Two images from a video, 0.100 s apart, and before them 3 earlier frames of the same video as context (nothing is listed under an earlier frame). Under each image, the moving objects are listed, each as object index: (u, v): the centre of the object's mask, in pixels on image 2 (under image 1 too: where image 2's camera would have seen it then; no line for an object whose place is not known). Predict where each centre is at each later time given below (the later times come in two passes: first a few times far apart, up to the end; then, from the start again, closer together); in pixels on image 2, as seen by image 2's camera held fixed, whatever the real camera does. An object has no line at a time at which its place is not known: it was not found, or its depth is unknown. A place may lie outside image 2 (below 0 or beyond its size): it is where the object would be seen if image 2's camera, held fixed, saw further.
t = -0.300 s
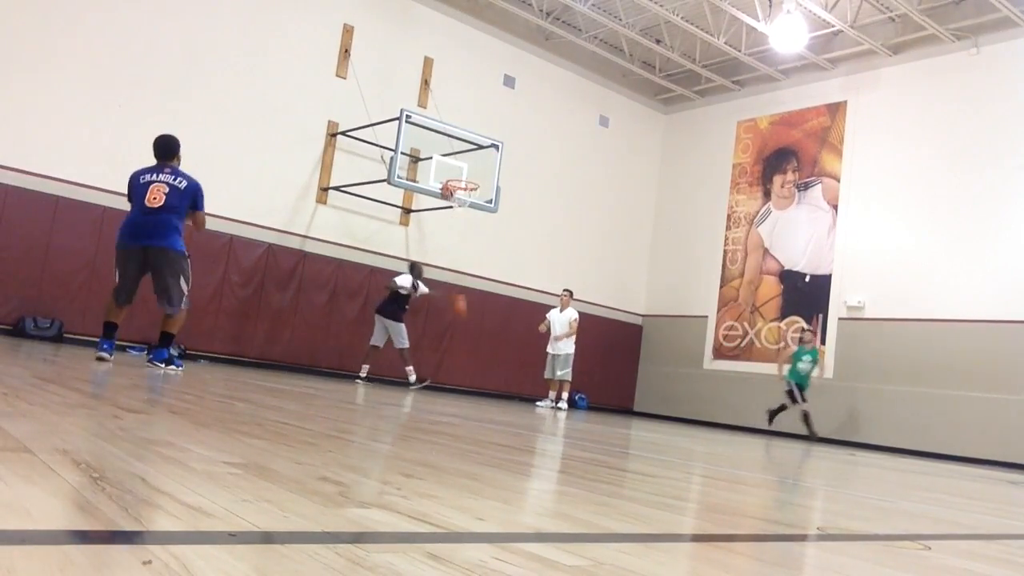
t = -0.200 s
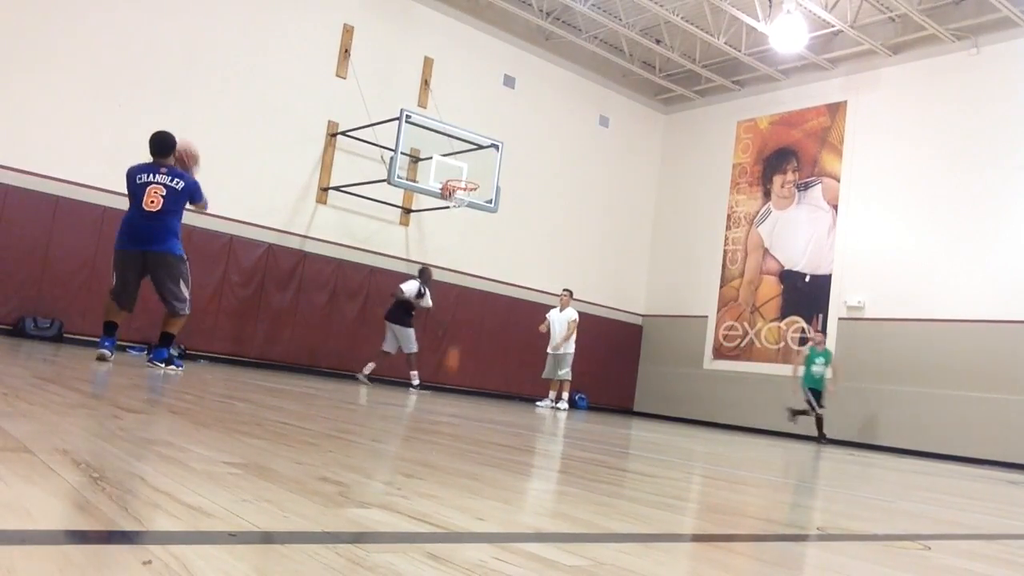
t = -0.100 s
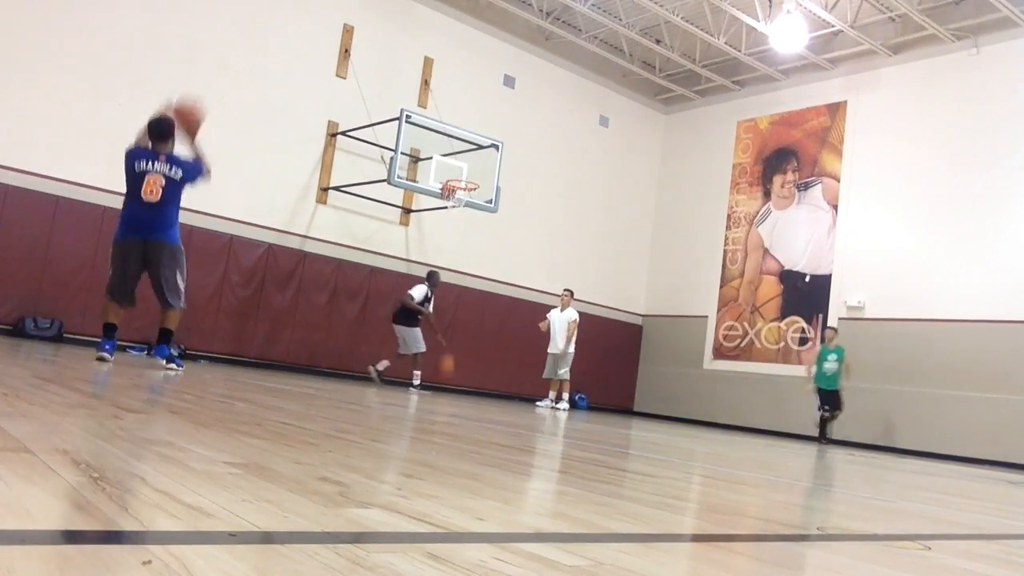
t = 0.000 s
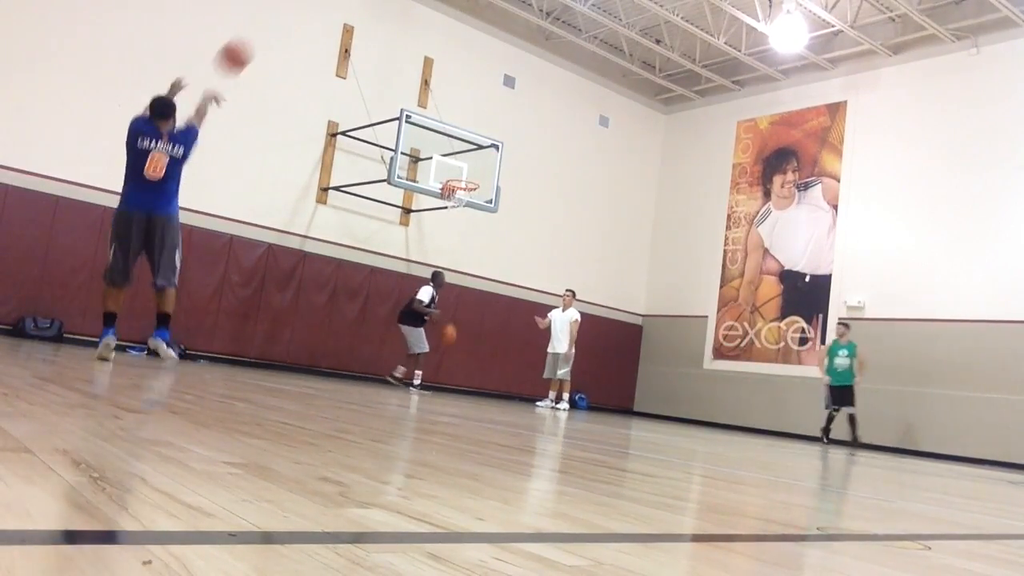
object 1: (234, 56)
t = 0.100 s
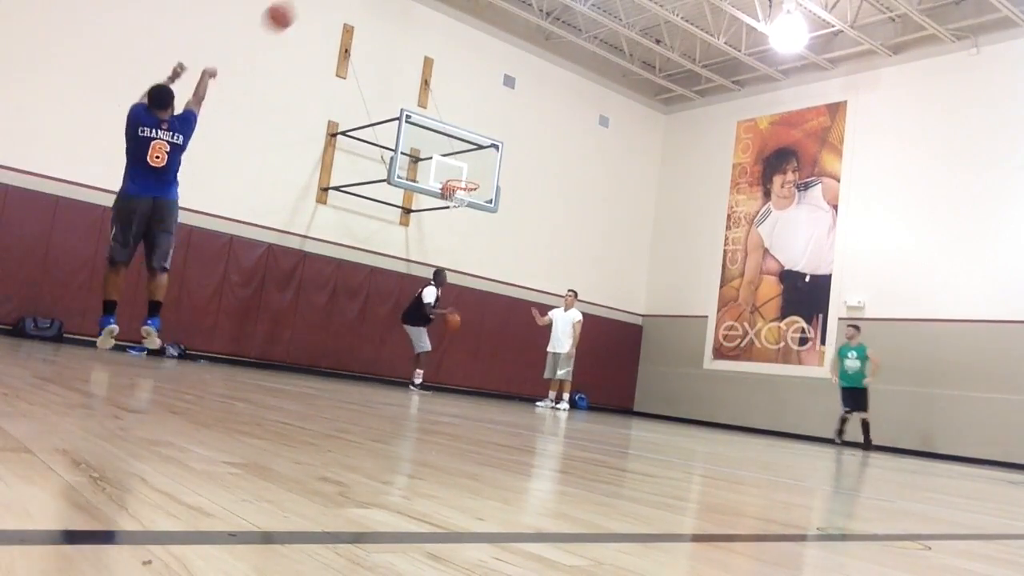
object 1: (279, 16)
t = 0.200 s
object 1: (316, 2)
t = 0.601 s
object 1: (407, 5)
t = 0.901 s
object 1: (444, 76)
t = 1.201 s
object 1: (468, 188)
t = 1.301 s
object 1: (458, 218)
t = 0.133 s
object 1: (292, 9)
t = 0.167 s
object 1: (304, 5)
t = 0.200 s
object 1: (316, 2)
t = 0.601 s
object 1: (407, 5)
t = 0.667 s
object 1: (417, 13)
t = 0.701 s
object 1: (422, 21)
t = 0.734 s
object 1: (426, 28)
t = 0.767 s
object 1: (431, 37)
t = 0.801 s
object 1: (434, 46)
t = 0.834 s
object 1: (438, 55)
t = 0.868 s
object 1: (441, 66)
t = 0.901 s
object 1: (444, 76)
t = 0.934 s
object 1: (447, 88)
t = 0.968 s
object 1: (450, 99)
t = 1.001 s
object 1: (453, 110)
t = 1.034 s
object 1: (455, 121)
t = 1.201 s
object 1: (468, 188)
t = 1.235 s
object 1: (463, 199)
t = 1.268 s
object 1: (462, 209)
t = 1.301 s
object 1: (458, 218)
